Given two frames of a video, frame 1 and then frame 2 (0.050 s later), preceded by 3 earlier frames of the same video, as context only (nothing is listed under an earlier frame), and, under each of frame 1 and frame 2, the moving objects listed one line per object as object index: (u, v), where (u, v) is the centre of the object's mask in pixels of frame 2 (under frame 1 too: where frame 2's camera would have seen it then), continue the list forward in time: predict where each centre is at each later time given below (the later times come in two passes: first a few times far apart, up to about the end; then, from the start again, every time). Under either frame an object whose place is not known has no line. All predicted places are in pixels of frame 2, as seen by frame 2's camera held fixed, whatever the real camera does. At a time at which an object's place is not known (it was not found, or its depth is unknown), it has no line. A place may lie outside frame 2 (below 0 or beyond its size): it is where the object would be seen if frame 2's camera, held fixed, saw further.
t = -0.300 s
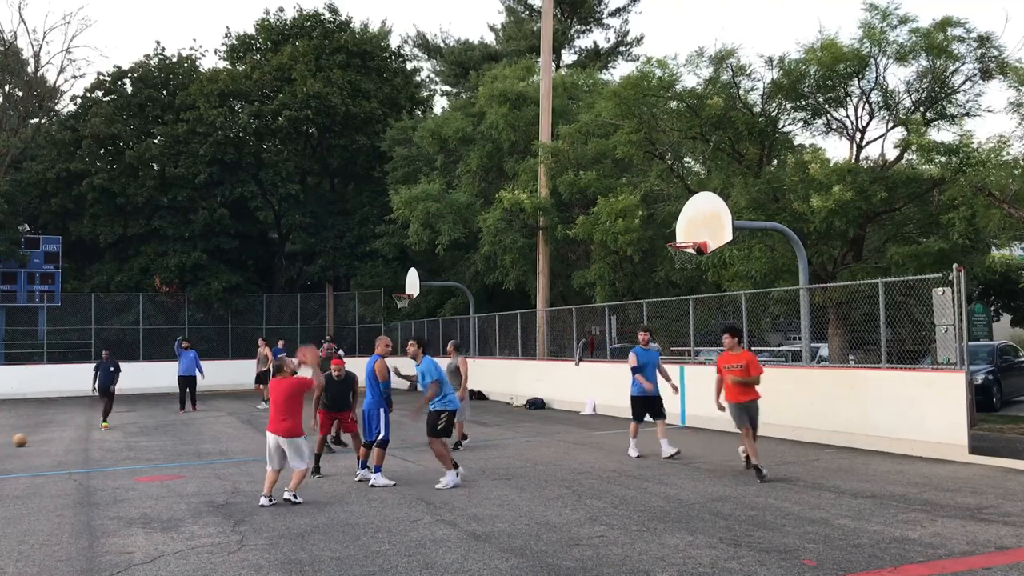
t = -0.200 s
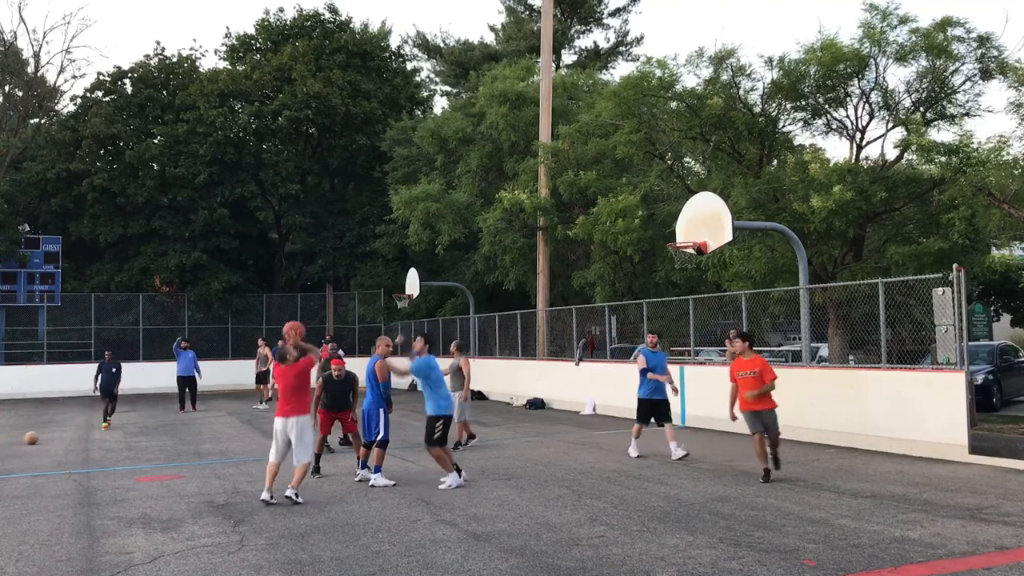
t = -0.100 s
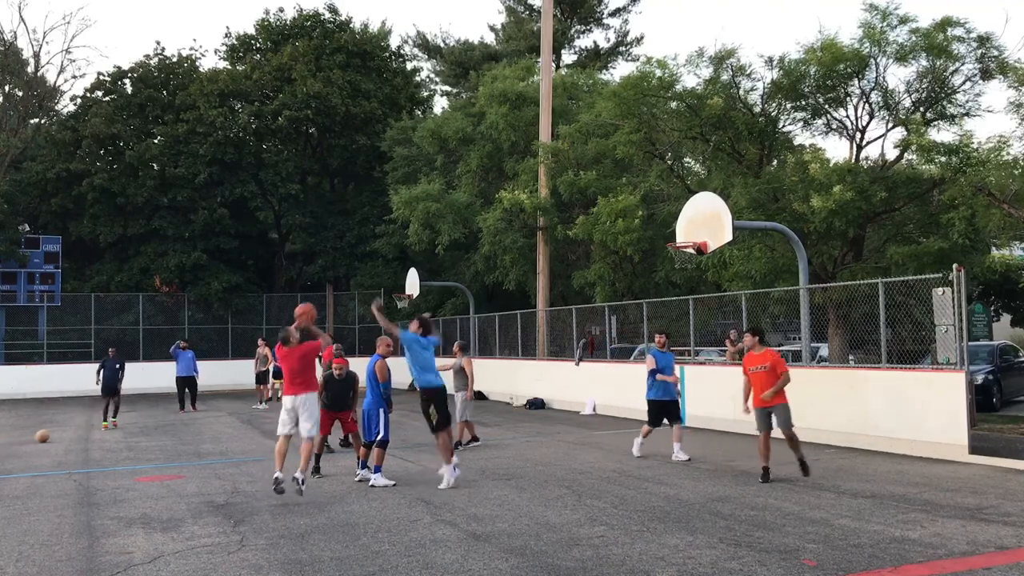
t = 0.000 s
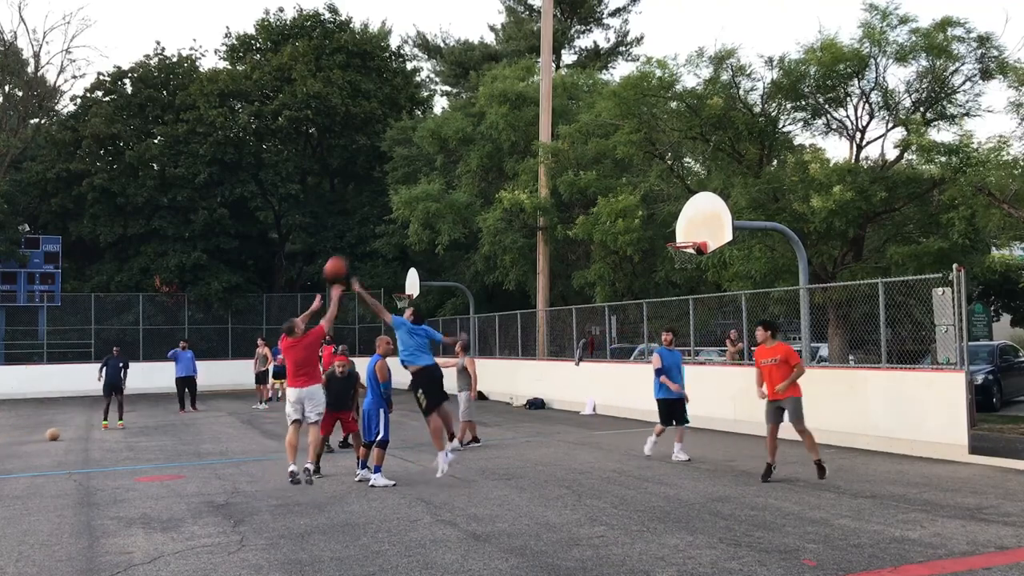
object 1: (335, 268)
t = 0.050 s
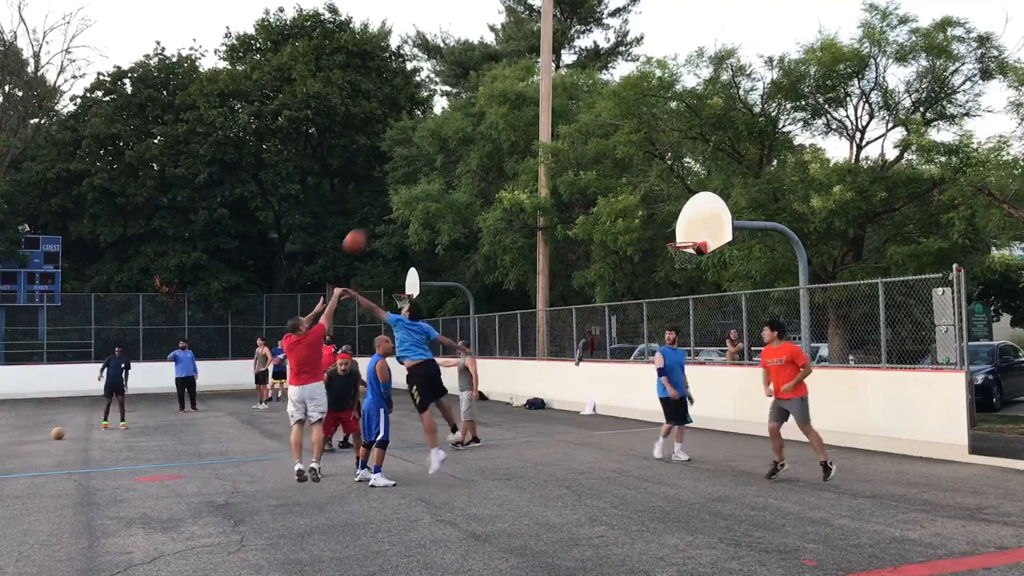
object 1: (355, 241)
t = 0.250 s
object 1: (426, 162)
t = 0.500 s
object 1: (505, 118)
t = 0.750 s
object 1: (574, 119)
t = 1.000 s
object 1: (638, 162)
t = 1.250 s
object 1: (696, 234)
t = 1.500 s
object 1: (706, 193)
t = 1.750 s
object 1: (693, 193)
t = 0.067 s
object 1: (361, 232)
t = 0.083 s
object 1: (367, 225)
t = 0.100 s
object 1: (373, 217)
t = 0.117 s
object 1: (379, 210)
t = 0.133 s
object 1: (385, 203)
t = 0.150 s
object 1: (390, 196)
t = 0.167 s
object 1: (398, 190)
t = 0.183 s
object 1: (403, 184)
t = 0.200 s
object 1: (409, 178)
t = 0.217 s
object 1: (415, 173)
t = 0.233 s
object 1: (421, 167)
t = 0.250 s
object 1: (426, 162)
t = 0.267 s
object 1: (432, 157)
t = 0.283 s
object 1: (438, 153)
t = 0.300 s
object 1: (444, 148)
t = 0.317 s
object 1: (449, 145)
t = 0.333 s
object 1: (454, 142)
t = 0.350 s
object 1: (459, 138)
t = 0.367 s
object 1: (464, 135)
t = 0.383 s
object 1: (470, 131)
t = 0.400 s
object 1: (476, 129)
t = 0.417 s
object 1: (479, 126)
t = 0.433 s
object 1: (484, 124)
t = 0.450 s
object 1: (489, 122)
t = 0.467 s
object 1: (495, 120)
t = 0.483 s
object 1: (500, 119)
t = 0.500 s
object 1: (505, 118)
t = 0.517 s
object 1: (510, 115)
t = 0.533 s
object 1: (514, 114)
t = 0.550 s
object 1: (519, 114)
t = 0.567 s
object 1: (523, 113)
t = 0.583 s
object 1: (529, 113)
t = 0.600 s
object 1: (533, 113)
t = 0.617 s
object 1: (538, 113)
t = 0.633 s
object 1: (543, 114)
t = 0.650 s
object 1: (549, 114)
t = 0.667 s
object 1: (554, 114)
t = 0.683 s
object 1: (557, 114)
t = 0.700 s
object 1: (561, 115)
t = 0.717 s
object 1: (566, 116)
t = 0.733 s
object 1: (570, 117)
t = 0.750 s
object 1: (574, 119)
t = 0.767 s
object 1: (579, 121)
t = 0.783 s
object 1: (583, 123)
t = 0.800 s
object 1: (588, 125)
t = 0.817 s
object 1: (592, 127)
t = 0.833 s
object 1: (597, 130)
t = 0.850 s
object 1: (600, 132)
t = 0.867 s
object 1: (605, 135)
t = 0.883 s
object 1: (609, 137)
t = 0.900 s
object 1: (613, 141)
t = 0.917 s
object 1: (617, 144)
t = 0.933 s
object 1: (621, 147)
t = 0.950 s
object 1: (625, 150)
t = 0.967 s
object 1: (630, 154)
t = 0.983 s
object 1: (634, 158)
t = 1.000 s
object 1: (638, 162)
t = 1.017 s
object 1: (642, 166)
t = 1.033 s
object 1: (646, 170)
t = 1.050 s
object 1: (649, 174)
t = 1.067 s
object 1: (655, 180)
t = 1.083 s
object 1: (658, 184)
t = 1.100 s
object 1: (661, 188)
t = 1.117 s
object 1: (666, 195)
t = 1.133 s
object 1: (669, 199)
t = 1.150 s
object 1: (672, 204)
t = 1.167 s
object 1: (677, 210)
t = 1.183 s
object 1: (680, 215)
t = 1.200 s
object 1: (685, 221)
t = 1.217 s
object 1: (689, 227)
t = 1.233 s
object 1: (692, 233)
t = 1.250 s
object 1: (696, 234)
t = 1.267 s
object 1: (699, 231)
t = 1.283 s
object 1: (702, 227)
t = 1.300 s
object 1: (705, 223)
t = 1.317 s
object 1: (708, 220)
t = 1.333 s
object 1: (713, 216)
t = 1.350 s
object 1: (714, 213)
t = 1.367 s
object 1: (713, 210)
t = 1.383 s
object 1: (712, 207)
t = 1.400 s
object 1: (711, 204)
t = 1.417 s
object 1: (710, 203)
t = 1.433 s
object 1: (710, 200)
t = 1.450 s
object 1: (708, 198)
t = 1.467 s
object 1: (708, 196)
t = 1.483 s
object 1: (707, 194)
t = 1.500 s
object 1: (706, 193)
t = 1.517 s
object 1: (705, 192)
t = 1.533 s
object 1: (704, 191)
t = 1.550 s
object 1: (703, 190)
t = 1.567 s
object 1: (702, 189)
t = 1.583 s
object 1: (702, 188)
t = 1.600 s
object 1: (701, 188)
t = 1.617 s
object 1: (701, 188)
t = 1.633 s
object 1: (700, 188)
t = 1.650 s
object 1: (699, 188)
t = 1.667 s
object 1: (698, 188)
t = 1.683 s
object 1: (697, 188)
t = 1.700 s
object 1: (696, 189)
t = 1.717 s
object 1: (695, 190)
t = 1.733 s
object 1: (694, 191)
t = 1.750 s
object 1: (693, 193)
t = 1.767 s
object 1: (692, 194)
